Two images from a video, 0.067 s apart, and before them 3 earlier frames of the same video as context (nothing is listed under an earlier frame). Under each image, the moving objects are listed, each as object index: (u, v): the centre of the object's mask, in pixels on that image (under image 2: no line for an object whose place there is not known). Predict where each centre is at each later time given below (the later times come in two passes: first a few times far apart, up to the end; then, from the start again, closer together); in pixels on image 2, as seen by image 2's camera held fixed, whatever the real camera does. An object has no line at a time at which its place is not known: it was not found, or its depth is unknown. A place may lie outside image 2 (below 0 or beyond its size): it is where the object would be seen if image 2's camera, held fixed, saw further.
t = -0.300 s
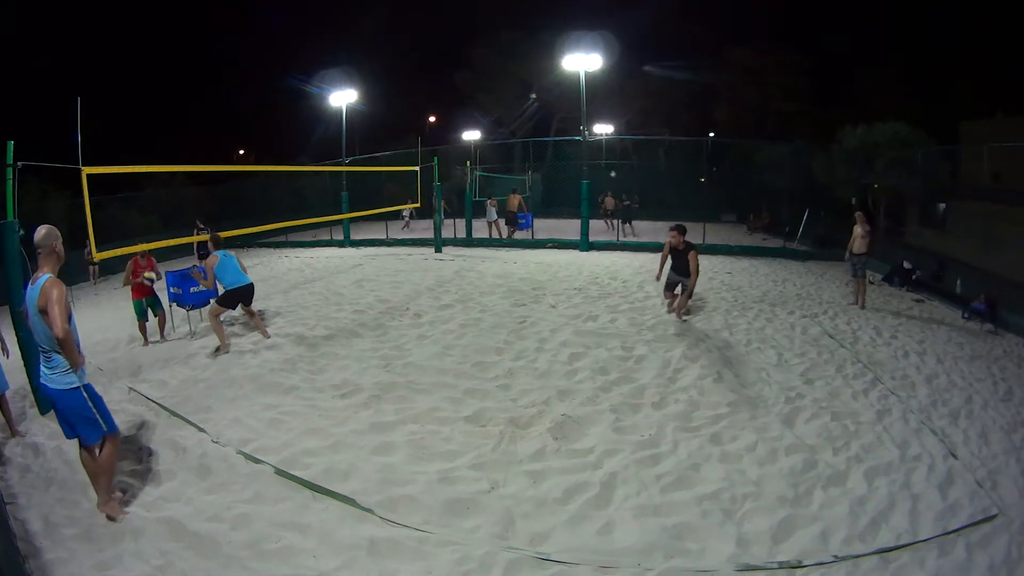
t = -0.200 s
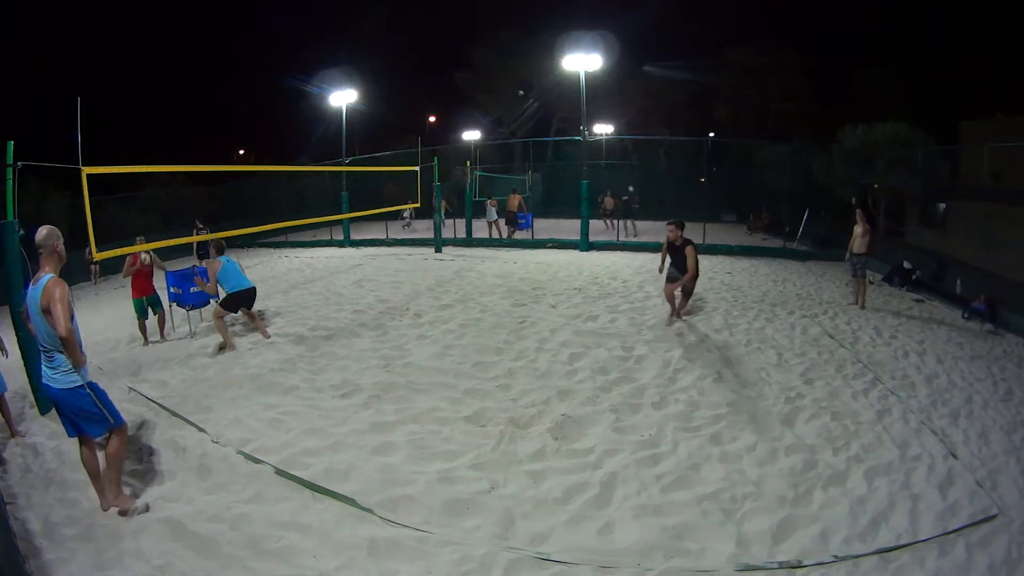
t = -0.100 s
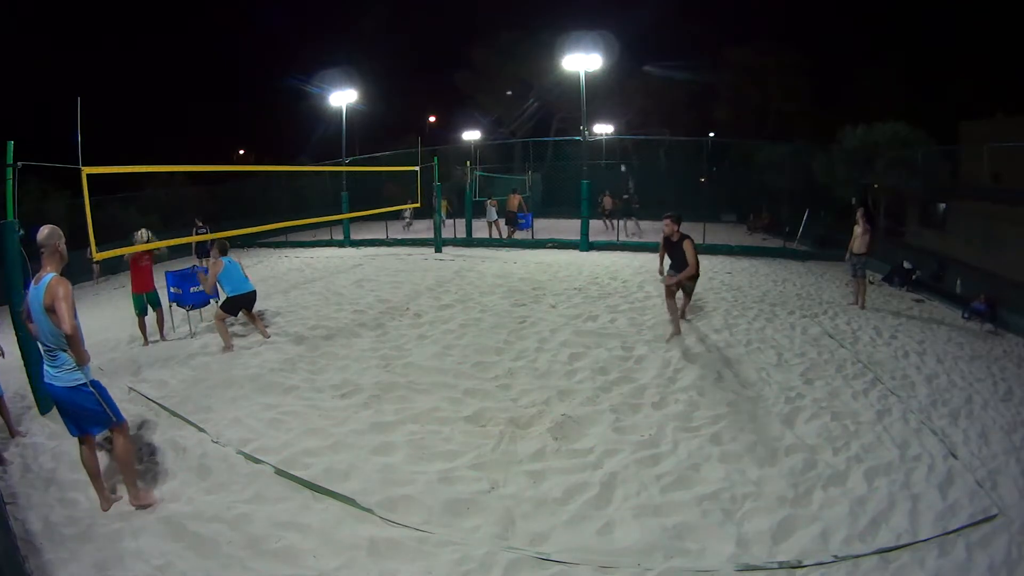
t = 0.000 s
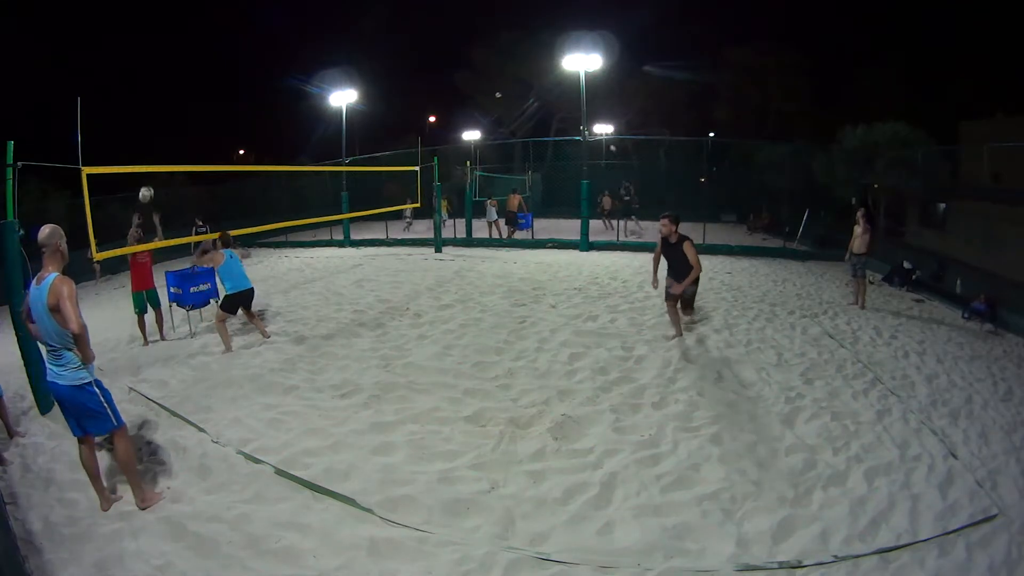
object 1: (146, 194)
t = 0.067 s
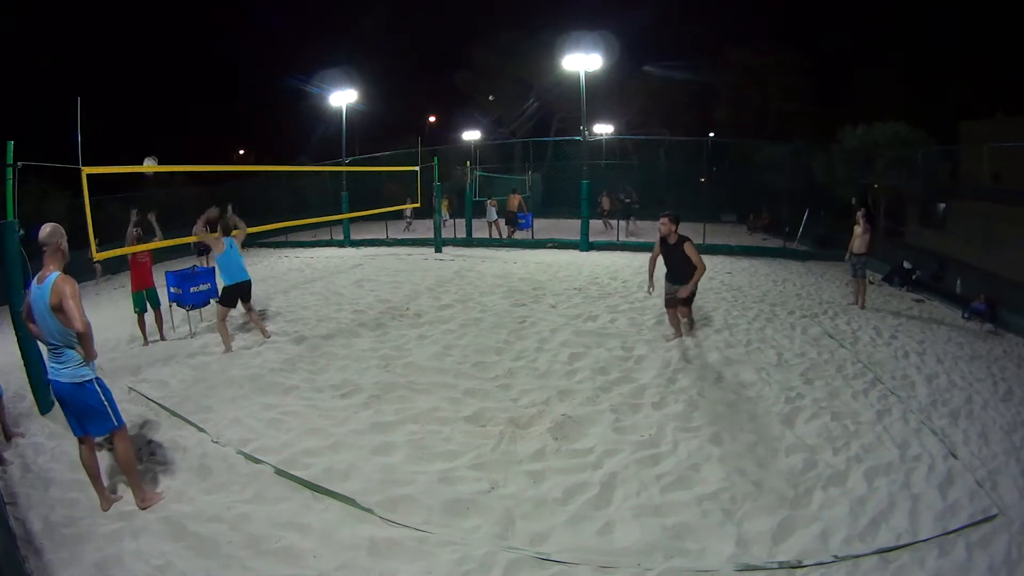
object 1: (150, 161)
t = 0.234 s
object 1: (165, 102)
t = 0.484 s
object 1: (194, 38)
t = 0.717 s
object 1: (226, 17)
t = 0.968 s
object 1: (268, 57)
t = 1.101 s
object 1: (298, 119)
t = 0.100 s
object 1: (152, 152)
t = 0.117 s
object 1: (154, 145)
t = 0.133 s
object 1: (155, 139)
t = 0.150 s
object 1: (157, 132)
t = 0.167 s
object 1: (158, 126)
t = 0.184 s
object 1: (160, 120)
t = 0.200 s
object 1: (161, 114)
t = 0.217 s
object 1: (163, 108)
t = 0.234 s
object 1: (165, 102)
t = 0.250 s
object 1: (166, 97)
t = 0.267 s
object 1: (168, 91)
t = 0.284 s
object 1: (170, 86)
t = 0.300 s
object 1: (172, 81)
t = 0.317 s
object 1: (174, 76)
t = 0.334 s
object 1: (176, 72)
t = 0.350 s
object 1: (178, 67)
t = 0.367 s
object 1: (180, 63)
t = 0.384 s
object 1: (182, 59)
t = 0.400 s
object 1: (184, 55)
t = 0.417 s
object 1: (186, 51)
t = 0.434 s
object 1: (188, 47)
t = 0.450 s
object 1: (190, 44)
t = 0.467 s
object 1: (192, 41)
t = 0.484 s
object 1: (194, 38)
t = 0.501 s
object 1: (196, 35)
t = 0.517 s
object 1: (199, 32)
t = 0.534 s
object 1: (201, 30)
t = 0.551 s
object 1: (203, 27)
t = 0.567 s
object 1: (205, 26)
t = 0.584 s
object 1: (208, 24)
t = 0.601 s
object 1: (210, 22)
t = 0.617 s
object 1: (212, 21)
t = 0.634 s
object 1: (214, 20)
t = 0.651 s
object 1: (217, 19)
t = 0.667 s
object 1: (219, 18)
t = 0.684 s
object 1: (222, 18)
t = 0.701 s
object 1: (224, 17)
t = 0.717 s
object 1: (226, 17)
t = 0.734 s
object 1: (229, 18)
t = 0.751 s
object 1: (231, 18)
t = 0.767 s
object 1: (234, 19)
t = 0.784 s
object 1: (236, 20)
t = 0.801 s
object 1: (239, 21)
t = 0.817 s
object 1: (241, 23)
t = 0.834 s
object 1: (244, 25)
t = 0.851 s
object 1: (247, 28)
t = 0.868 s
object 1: (250, 31)
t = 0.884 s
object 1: (252, 34)
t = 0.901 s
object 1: (255, 37)
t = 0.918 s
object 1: (258, 42)
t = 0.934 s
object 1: (261, 46)
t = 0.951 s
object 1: (264, 51)
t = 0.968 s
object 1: (268, 57)
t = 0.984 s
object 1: (271, 62)
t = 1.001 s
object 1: (274, 68)
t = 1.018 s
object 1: (278, 76)
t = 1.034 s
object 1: (281, 83)
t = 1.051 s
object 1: (285, 91)
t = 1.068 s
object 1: (290, 101)
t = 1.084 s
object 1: (294, 109)
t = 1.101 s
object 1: (298, 119)
